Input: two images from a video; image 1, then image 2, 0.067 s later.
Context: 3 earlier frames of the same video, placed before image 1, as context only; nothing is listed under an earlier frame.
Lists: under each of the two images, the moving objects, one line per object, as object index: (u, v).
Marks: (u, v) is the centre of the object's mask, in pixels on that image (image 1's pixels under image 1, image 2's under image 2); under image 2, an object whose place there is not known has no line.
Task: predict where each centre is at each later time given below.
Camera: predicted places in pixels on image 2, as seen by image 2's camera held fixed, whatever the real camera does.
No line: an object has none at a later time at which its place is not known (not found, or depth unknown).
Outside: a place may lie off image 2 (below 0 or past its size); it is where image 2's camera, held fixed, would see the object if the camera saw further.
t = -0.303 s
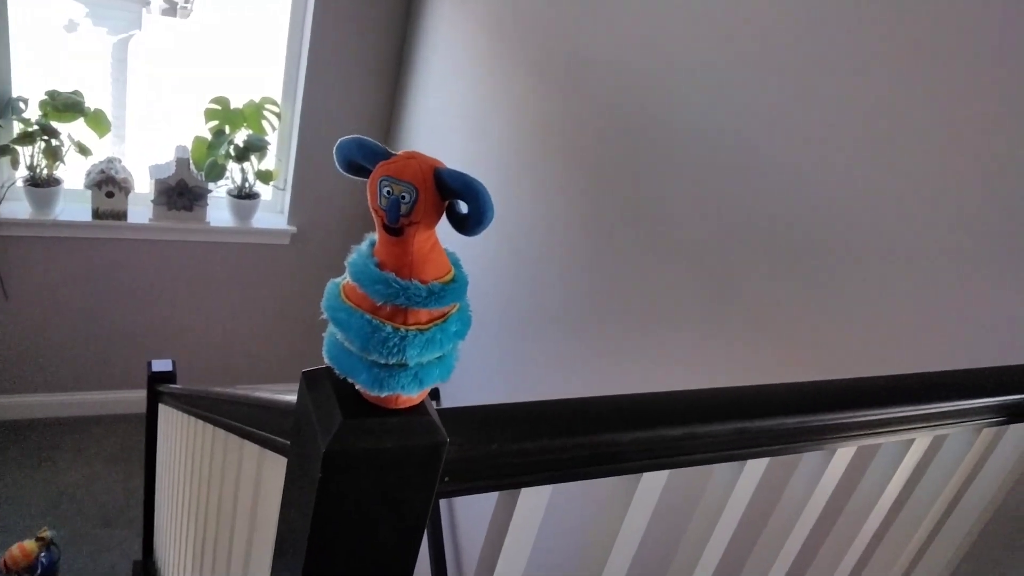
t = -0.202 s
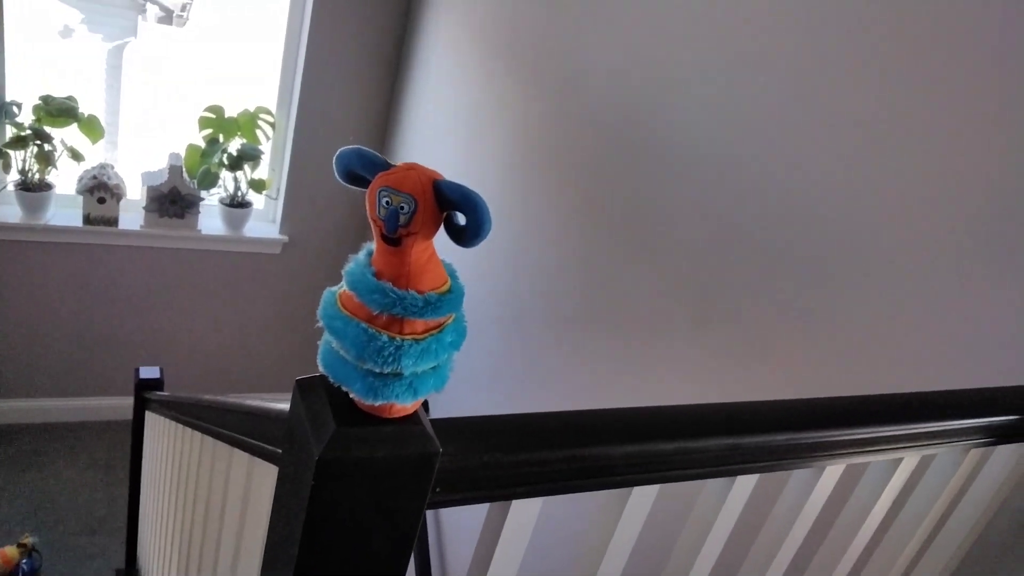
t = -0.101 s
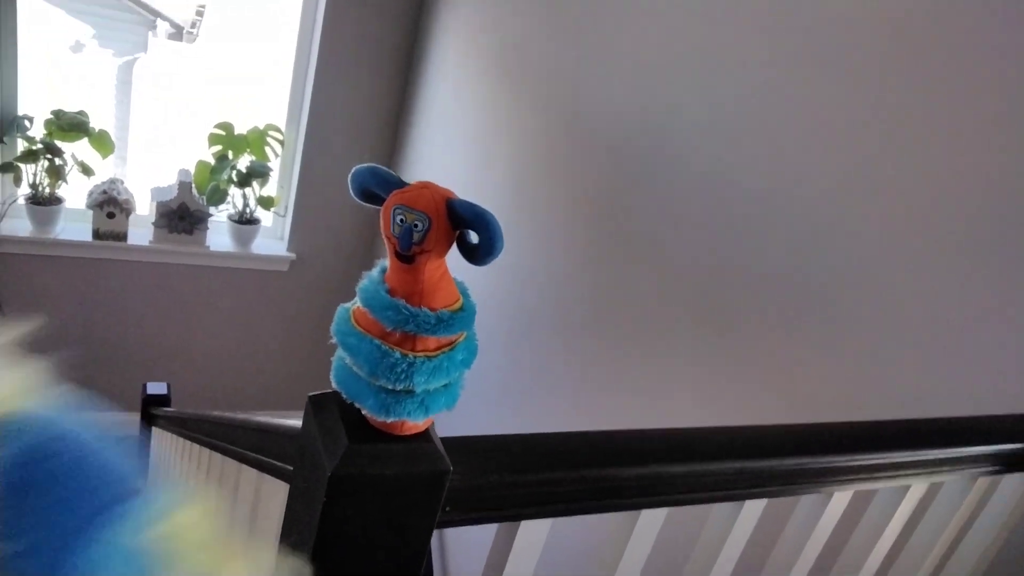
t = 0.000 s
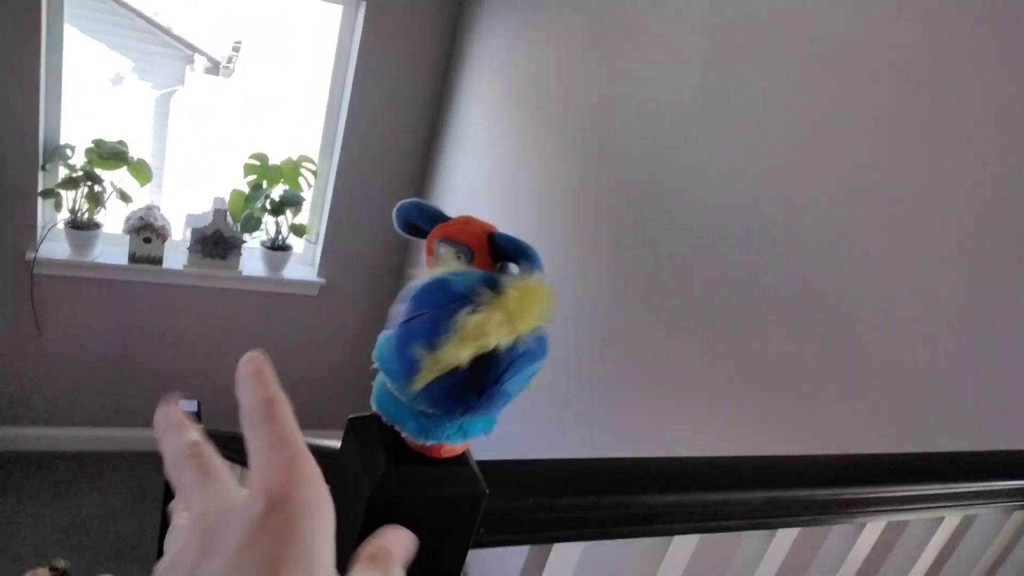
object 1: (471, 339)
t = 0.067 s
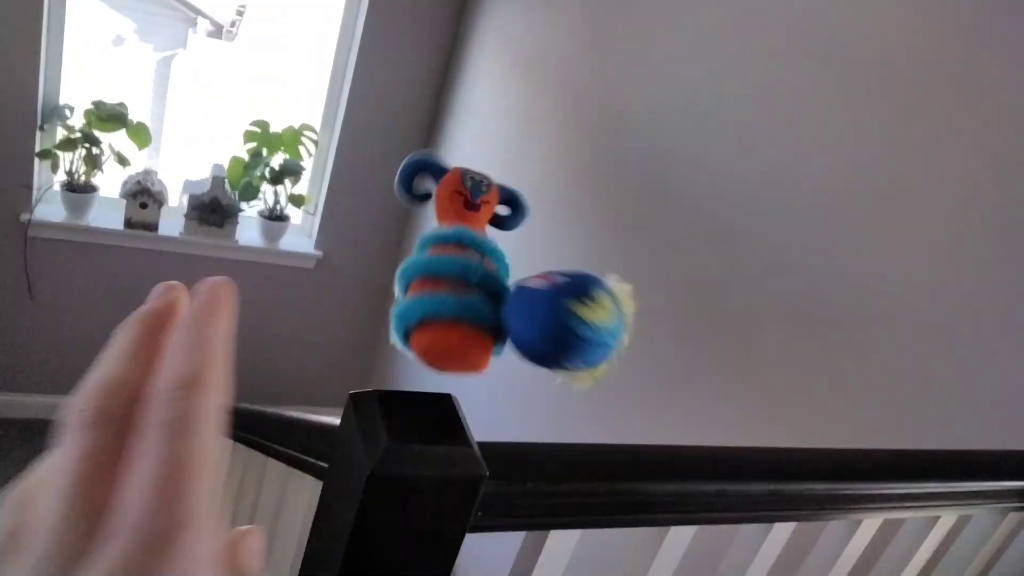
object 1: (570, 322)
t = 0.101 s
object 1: (612, 325)
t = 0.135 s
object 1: (651, 339)
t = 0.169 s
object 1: (682, 368)
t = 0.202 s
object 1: (700, 399)
